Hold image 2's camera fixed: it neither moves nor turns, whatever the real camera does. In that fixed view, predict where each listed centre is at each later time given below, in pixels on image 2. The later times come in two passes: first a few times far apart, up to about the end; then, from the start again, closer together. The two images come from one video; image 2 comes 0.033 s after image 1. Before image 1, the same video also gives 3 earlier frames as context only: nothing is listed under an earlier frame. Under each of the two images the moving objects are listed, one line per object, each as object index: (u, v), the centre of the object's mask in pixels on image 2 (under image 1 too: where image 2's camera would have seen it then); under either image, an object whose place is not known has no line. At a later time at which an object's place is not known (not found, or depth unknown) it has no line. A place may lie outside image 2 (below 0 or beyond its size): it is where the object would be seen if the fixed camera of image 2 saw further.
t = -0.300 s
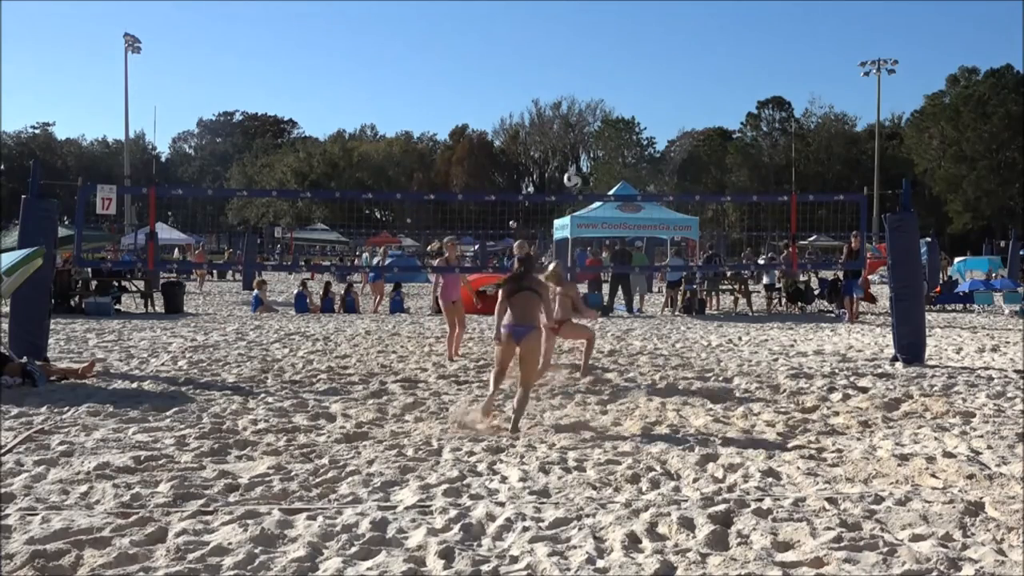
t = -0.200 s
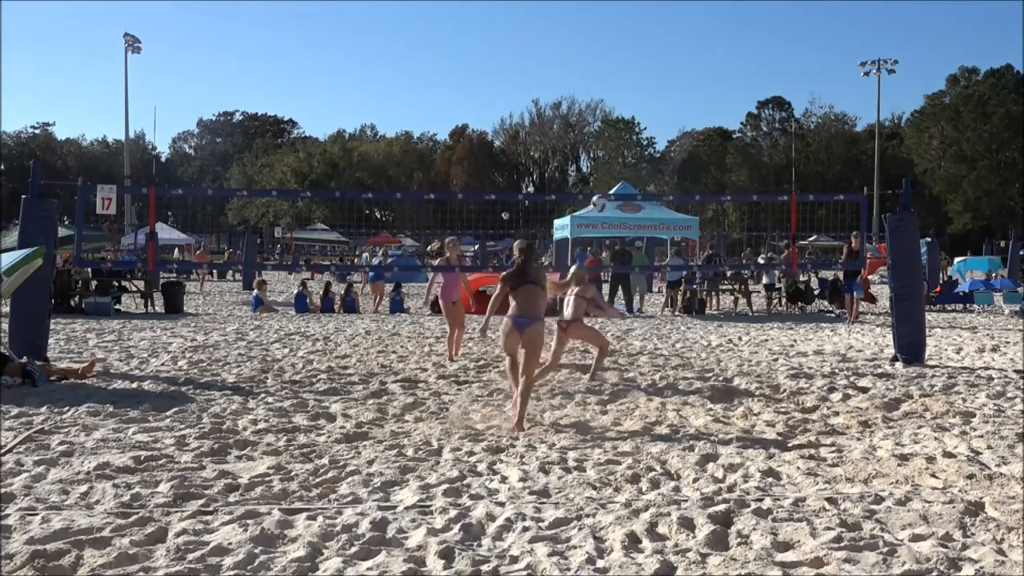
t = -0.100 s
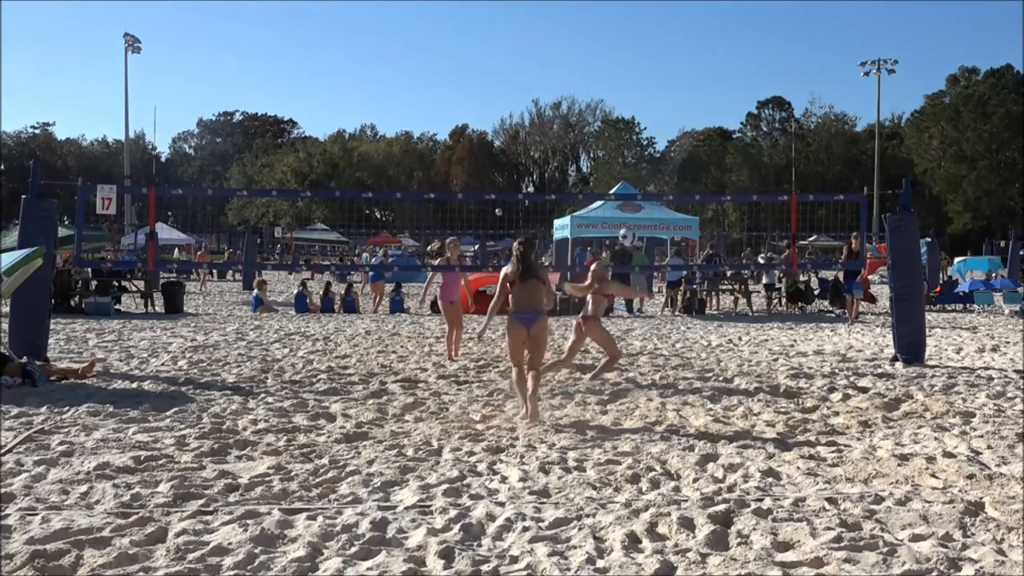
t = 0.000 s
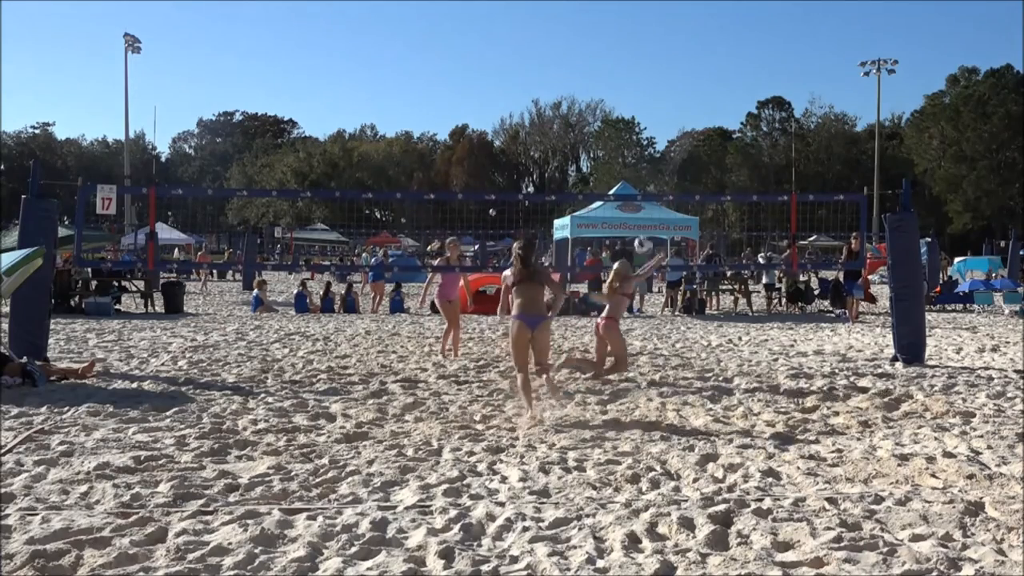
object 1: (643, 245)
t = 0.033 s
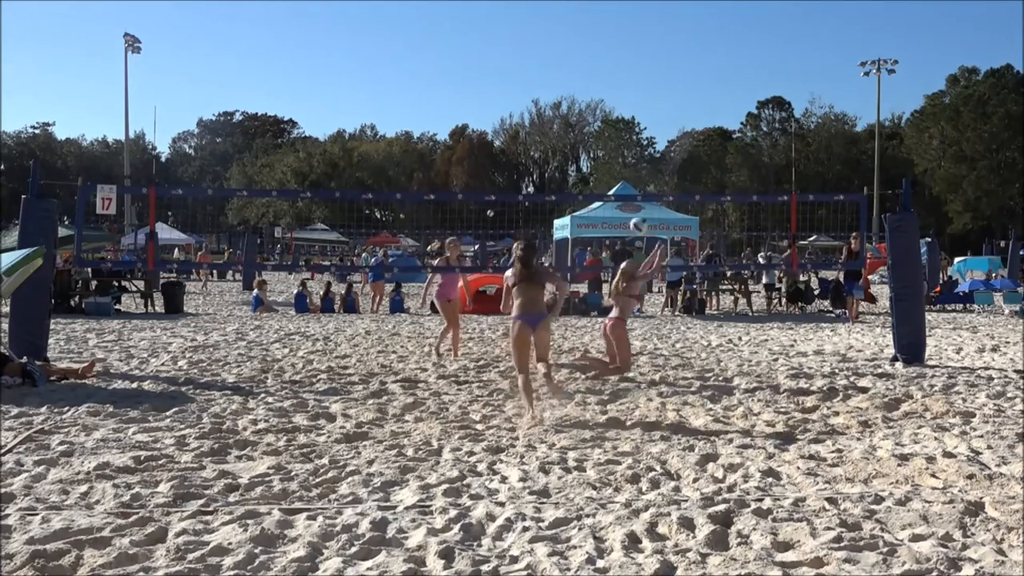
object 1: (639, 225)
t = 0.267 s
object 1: (609, 116)
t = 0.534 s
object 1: (573, 48)
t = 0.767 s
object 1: (542, 38)
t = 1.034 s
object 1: (505, 85)
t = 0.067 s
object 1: (635, 206)
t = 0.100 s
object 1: (631, 190)
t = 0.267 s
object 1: (609, 116)
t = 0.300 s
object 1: (605, 106)
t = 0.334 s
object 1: (600, 94)
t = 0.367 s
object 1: (596, 84)
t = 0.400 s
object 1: (591, 74)
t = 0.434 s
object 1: (587, 67)
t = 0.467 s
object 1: (583, 59)
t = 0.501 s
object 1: (578, 53)
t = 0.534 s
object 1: (573, 48)
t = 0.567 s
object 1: (569, 44)
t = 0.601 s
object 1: (565, 41)
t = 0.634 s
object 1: (560, 38)
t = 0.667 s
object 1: (555, 36)
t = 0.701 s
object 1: (551, 36)
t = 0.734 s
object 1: (546, 37)
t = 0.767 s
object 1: (542, 38)
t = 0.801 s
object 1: (537, 40)
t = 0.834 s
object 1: (533, 44)
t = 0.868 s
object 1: (528, 48)
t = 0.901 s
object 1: (524, 54)
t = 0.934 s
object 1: (520, 60)
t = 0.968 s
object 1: (515, 68)
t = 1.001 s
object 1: (510, 76)
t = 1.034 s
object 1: (505, 85)
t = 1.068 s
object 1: (501, 95)
